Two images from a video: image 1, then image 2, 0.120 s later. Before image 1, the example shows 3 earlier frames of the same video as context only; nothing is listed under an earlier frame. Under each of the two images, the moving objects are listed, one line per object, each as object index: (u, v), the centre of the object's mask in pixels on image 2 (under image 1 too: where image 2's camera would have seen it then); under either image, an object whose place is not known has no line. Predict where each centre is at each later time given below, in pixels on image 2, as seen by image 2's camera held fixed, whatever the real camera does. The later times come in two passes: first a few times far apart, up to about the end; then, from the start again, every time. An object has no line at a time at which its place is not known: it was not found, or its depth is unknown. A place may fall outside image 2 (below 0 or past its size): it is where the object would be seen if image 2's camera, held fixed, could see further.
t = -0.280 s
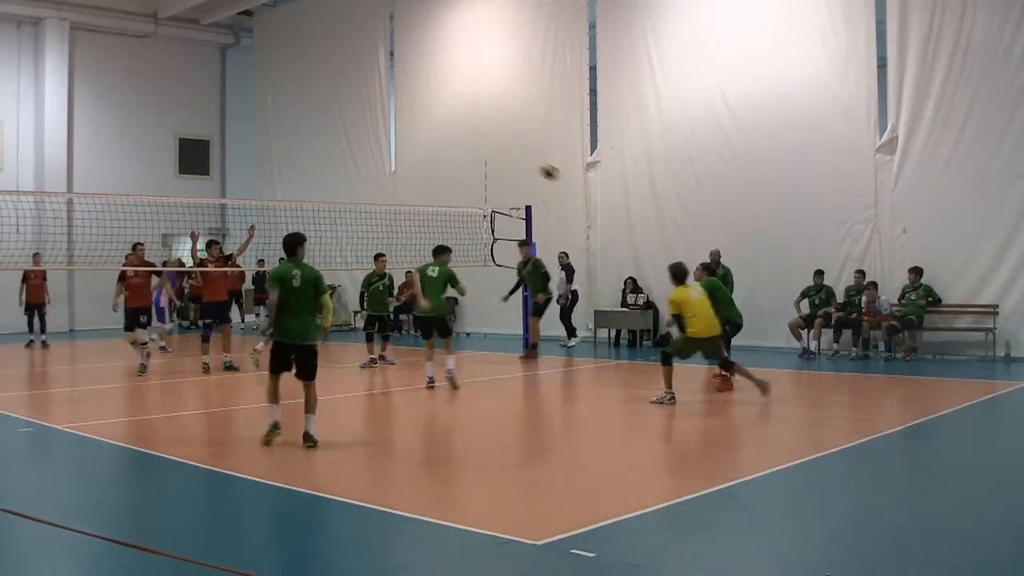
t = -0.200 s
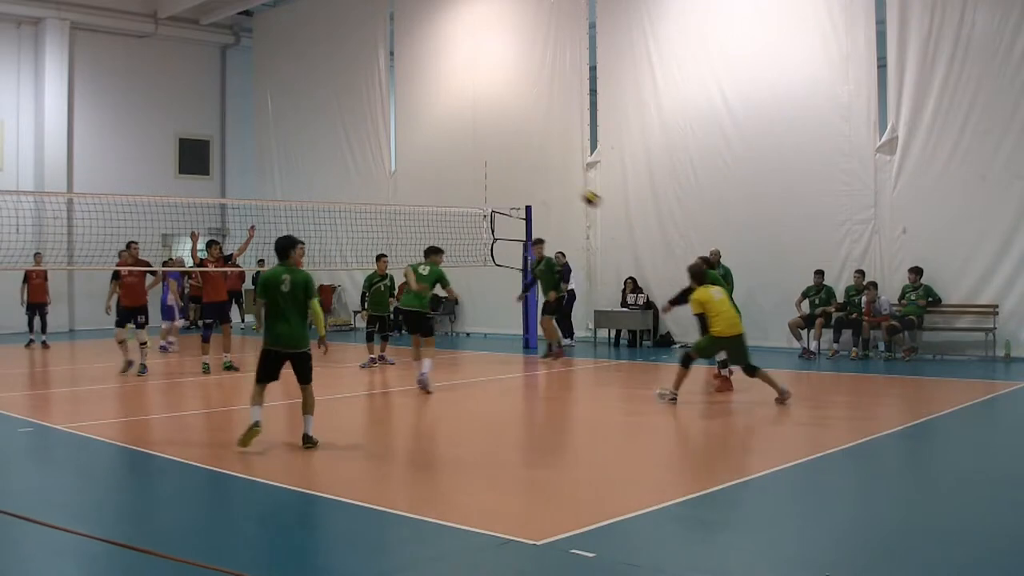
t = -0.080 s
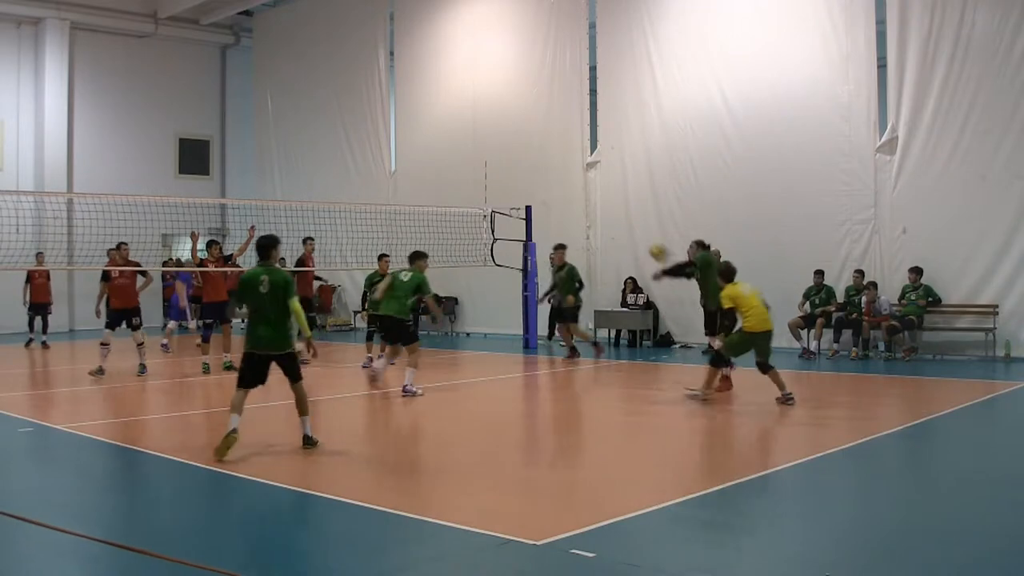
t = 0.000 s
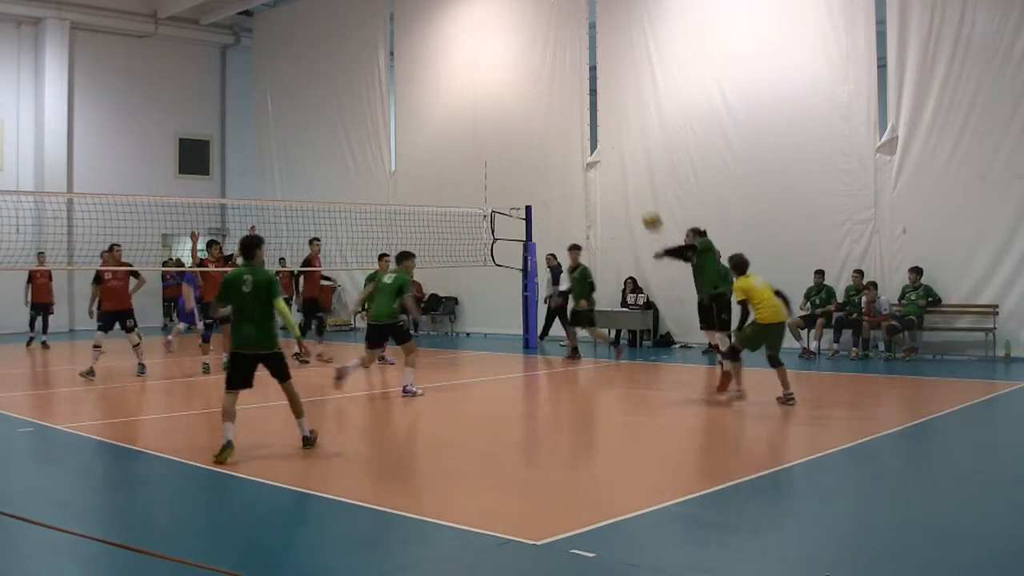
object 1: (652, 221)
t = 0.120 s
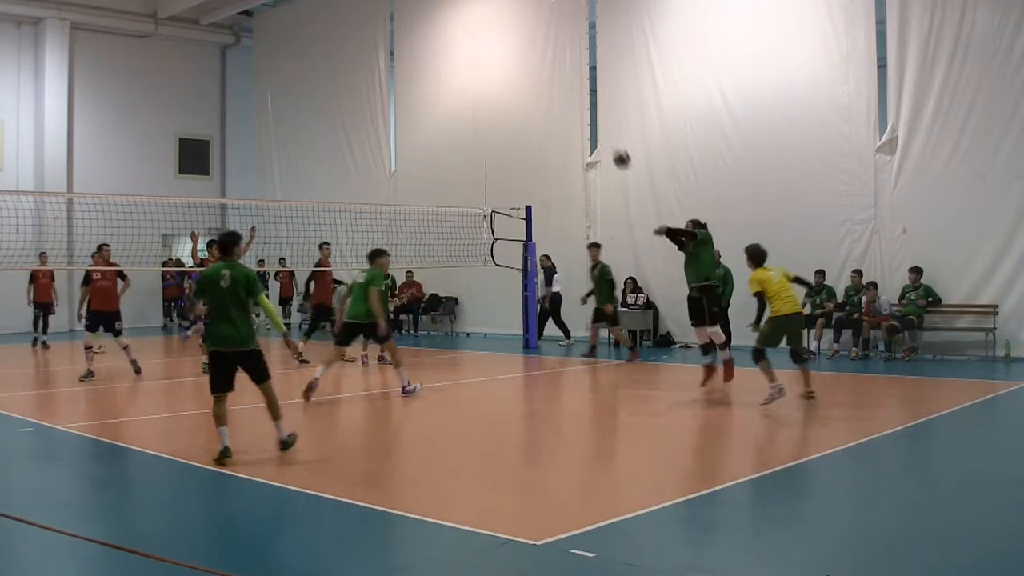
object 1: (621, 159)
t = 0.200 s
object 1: (603, 126)
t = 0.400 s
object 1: (556, 72)
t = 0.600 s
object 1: (517, 53)
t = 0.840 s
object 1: (474, 71)
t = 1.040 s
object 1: (442, 115)
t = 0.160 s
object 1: (611, 141)
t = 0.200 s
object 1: (603, 126)
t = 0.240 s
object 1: (592, 111)
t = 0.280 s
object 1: (582, 100)
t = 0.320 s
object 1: (574, 89)
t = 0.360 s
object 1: (565, 80)
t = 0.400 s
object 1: (556, 72)
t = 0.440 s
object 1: (548, 66)
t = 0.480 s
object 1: (540, 60)
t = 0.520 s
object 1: (532, 57)
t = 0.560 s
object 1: (524, 54)
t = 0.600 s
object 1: (517, 53)
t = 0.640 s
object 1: (509, 53)
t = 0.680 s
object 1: (502, 54)
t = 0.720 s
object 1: (495, 57)
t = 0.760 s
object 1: (487, 60)
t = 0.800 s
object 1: (480, 65)
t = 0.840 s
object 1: (474, 71)
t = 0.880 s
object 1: (467, 78)
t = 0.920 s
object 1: (460, 86)
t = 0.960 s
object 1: (454, 94)
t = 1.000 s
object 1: (448, 104)
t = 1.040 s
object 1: (442, 115)
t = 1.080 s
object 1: (436, 127)
